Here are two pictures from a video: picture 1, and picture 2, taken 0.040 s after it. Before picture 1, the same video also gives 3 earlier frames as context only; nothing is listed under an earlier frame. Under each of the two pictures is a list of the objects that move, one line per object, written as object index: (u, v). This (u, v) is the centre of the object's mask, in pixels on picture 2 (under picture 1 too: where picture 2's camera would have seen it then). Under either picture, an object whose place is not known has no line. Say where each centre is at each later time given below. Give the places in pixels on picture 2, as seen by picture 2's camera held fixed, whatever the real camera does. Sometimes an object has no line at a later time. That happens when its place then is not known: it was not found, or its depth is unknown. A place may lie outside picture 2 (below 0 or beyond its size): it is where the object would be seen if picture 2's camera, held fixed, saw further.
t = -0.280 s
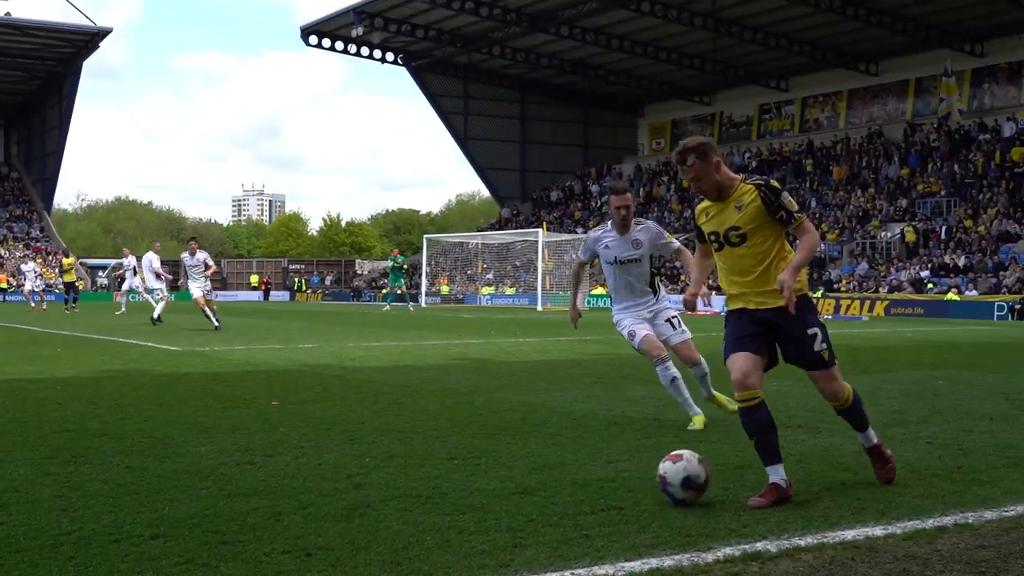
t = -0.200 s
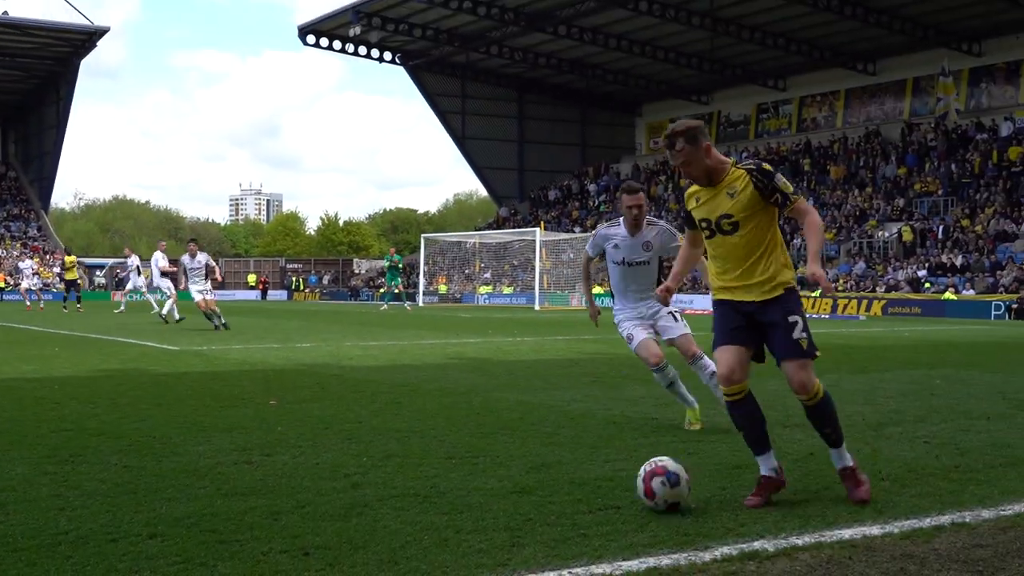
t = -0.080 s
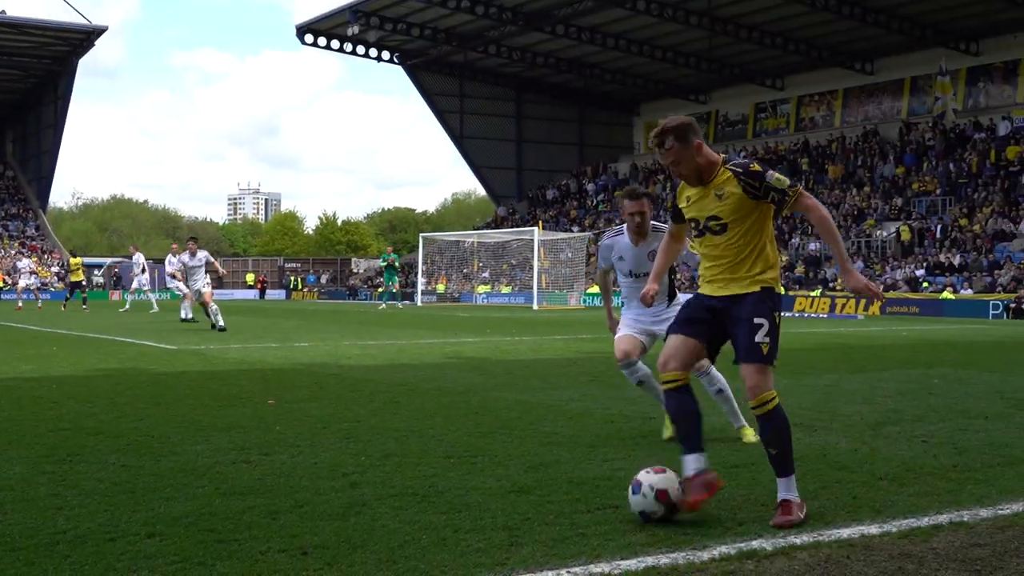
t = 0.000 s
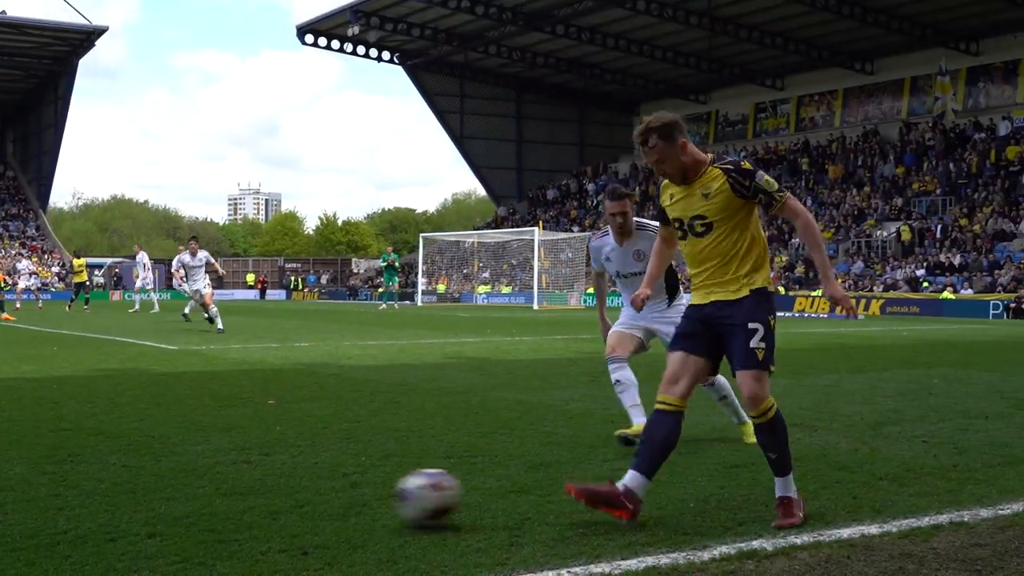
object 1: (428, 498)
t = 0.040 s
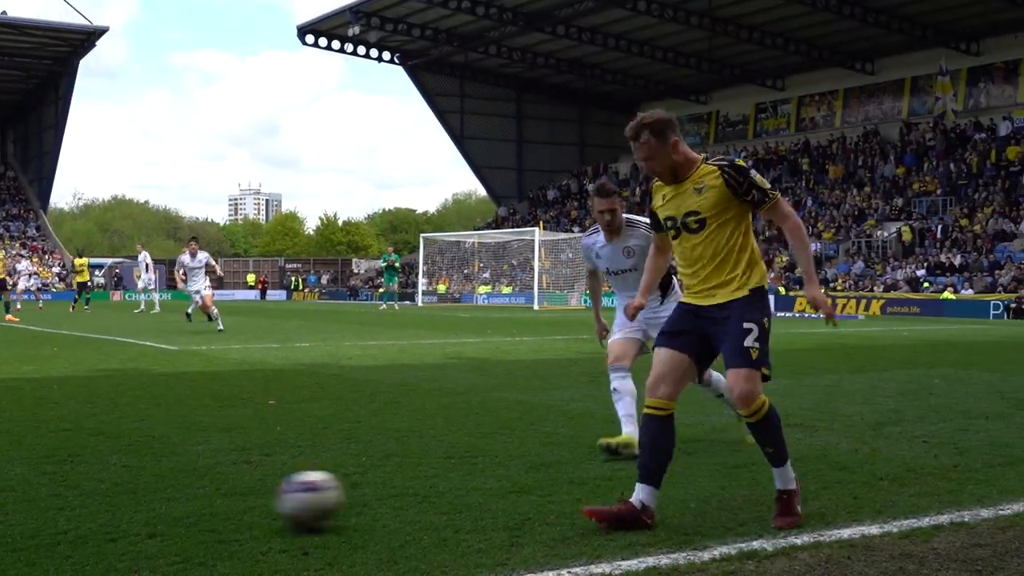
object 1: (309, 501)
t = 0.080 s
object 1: (187, 504)
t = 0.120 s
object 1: (69, 506)
